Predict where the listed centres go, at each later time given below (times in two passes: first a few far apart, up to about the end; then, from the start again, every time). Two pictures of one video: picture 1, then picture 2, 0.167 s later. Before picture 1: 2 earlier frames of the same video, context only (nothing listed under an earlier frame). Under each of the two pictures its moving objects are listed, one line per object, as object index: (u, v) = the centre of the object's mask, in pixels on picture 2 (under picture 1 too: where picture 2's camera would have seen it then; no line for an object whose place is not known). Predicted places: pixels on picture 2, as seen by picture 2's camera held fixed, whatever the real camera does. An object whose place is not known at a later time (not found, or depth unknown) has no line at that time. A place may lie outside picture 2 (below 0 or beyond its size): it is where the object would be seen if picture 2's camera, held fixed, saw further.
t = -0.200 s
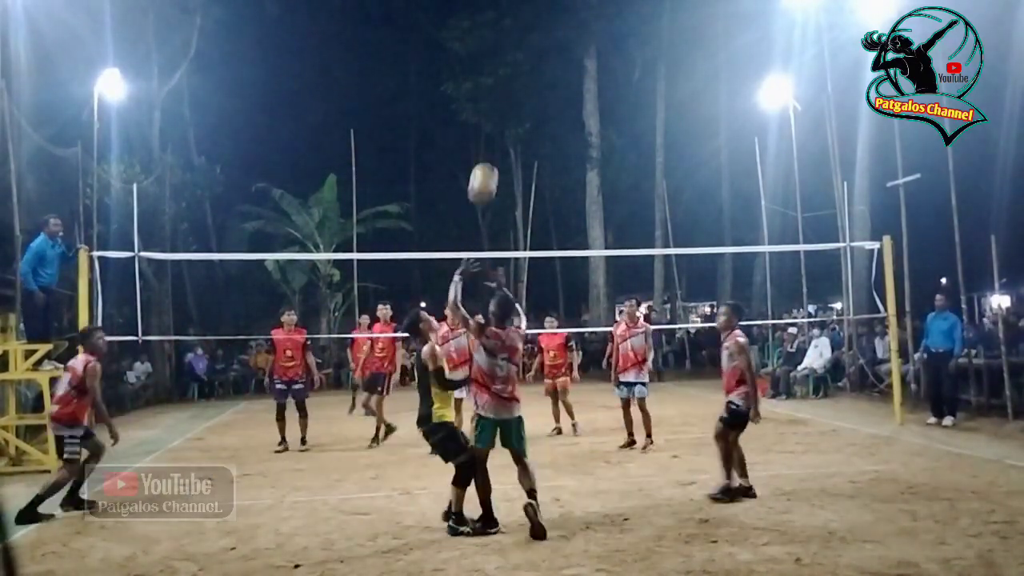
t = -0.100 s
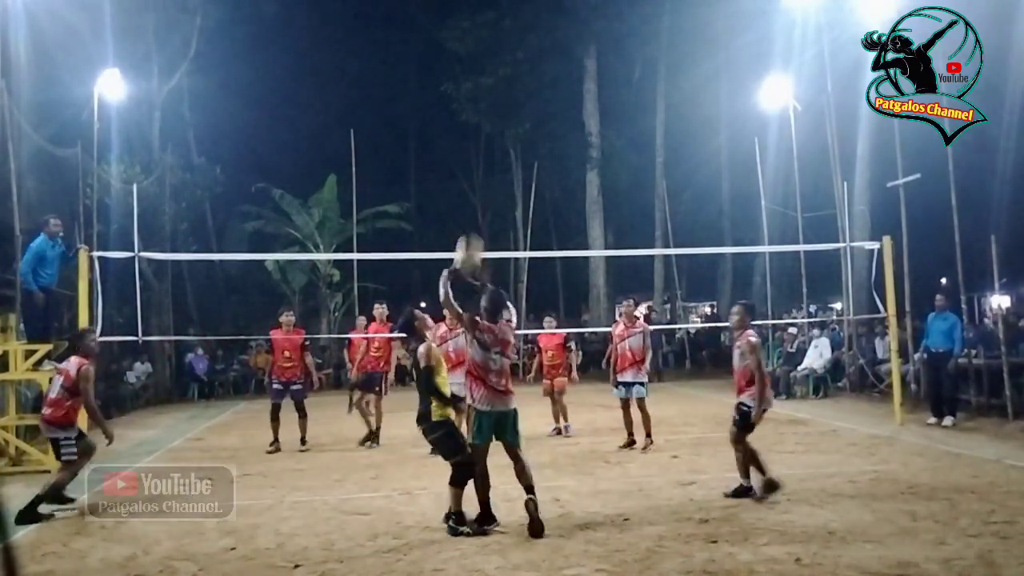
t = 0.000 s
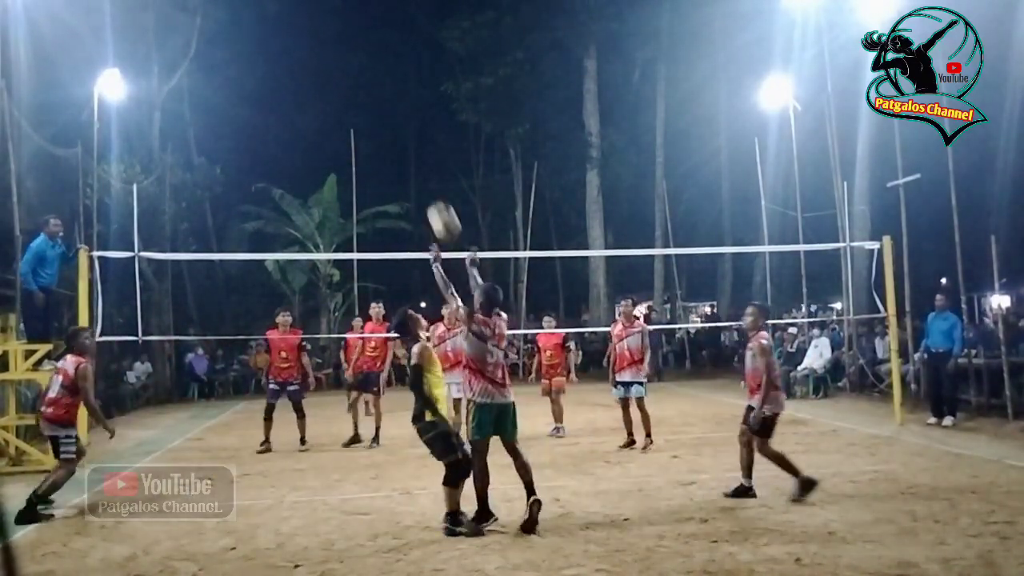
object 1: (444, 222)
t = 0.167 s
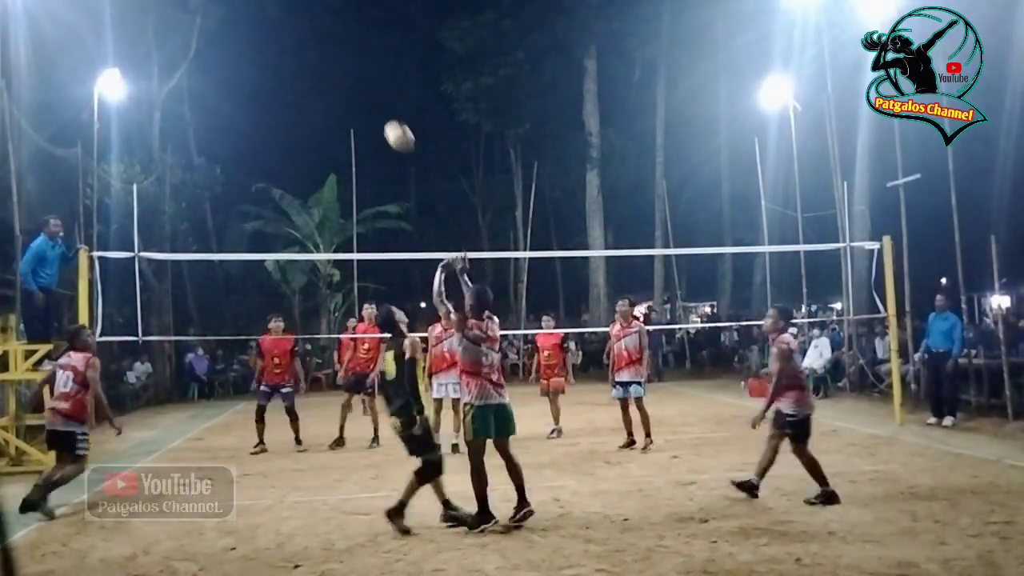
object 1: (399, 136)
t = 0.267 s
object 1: (376, 105)
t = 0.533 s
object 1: (326, 84)
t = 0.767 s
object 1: (292, 120)
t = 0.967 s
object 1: (269, 182)
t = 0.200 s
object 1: (391, 125)
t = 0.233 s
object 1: (383, 115)
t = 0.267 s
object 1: (376, 105)
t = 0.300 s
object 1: (369, 99)
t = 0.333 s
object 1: (362, 93)
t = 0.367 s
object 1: (355, 88)
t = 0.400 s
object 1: (349, 85)
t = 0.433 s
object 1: (343, 83)
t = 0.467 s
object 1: (336, 82)
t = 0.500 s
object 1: (331, 82)
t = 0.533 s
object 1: (326, 84)
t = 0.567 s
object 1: (320, 86)
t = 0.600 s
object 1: (315, 89)
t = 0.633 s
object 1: (310, 93)
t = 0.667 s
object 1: (305, 98)
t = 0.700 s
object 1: (301, 104)
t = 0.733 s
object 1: (296, 112)
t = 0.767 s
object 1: (292, 120)
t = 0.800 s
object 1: (288, 128)
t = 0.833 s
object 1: (284, 137)
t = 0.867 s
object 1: (280, 148)
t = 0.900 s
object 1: (276, 158)
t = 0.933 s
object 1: (272, 170)
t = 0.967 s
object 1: (269, 182)
